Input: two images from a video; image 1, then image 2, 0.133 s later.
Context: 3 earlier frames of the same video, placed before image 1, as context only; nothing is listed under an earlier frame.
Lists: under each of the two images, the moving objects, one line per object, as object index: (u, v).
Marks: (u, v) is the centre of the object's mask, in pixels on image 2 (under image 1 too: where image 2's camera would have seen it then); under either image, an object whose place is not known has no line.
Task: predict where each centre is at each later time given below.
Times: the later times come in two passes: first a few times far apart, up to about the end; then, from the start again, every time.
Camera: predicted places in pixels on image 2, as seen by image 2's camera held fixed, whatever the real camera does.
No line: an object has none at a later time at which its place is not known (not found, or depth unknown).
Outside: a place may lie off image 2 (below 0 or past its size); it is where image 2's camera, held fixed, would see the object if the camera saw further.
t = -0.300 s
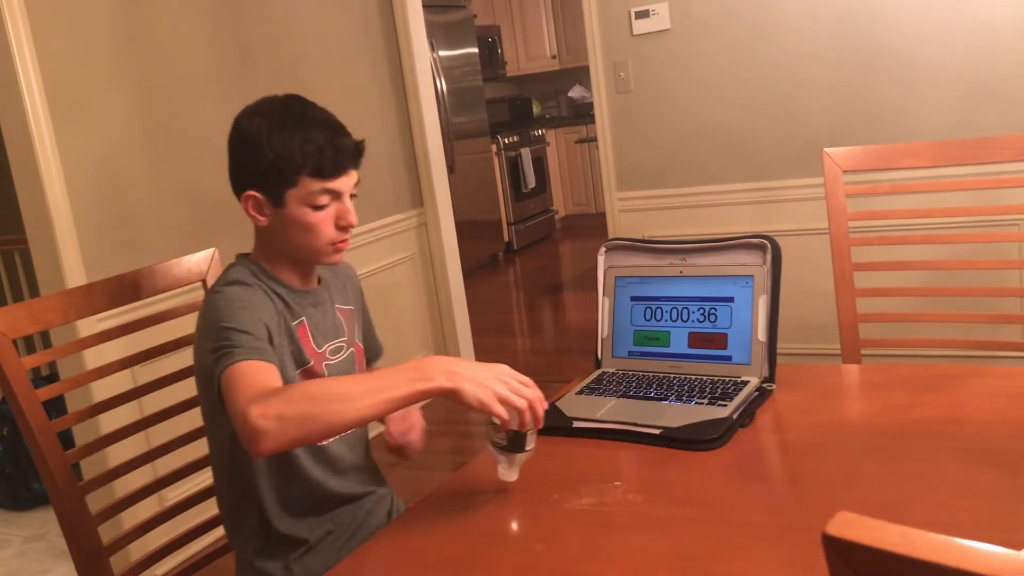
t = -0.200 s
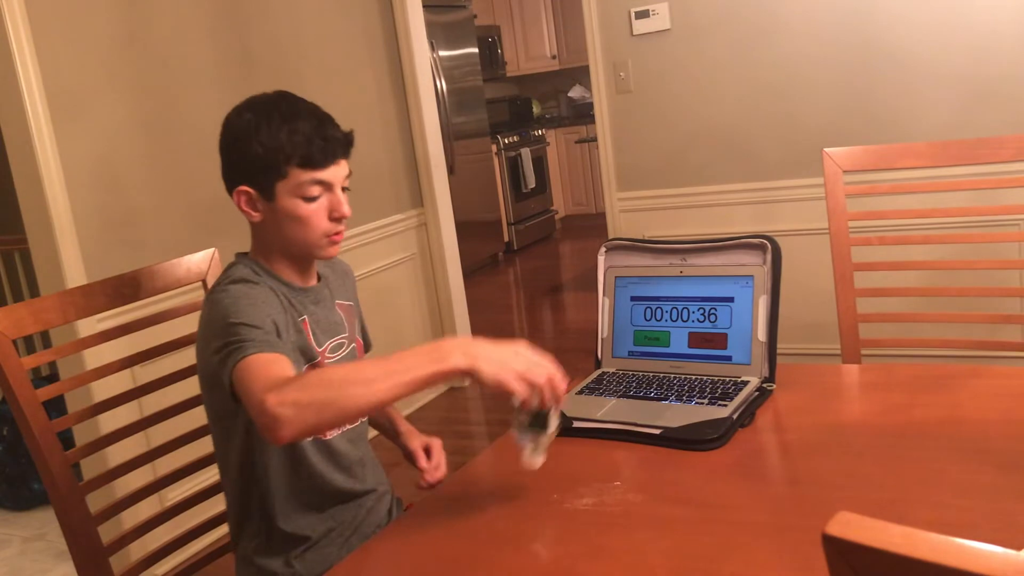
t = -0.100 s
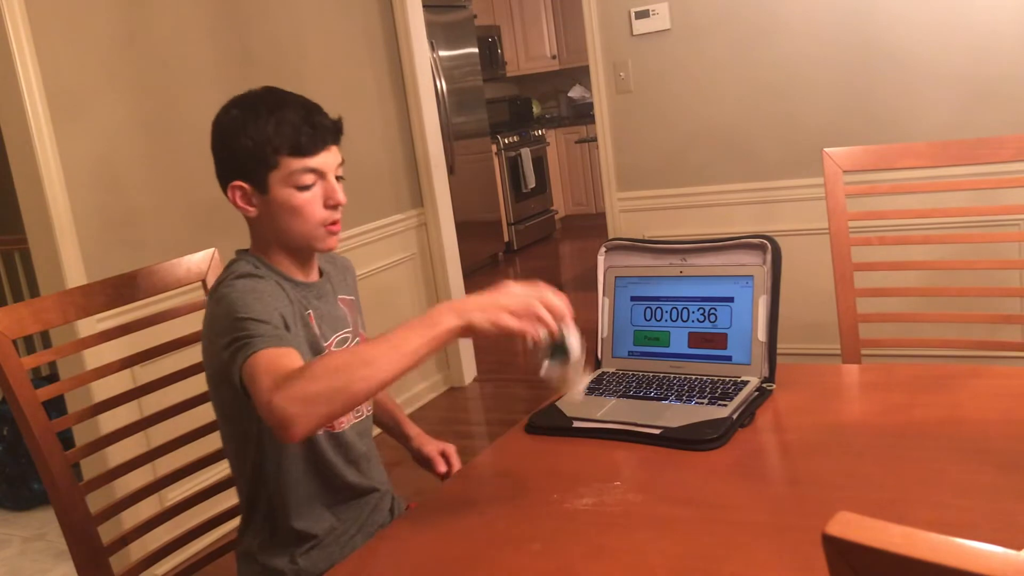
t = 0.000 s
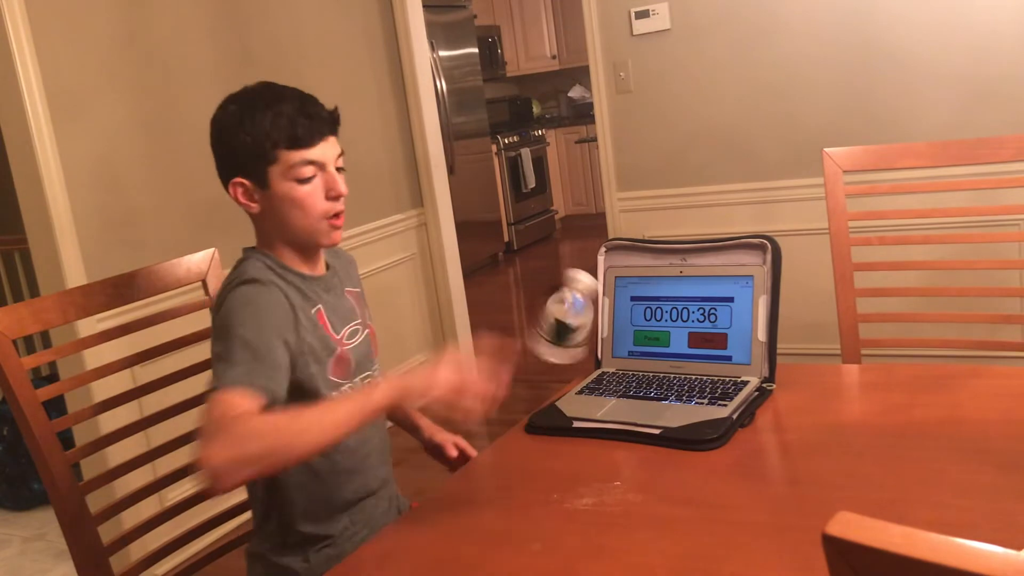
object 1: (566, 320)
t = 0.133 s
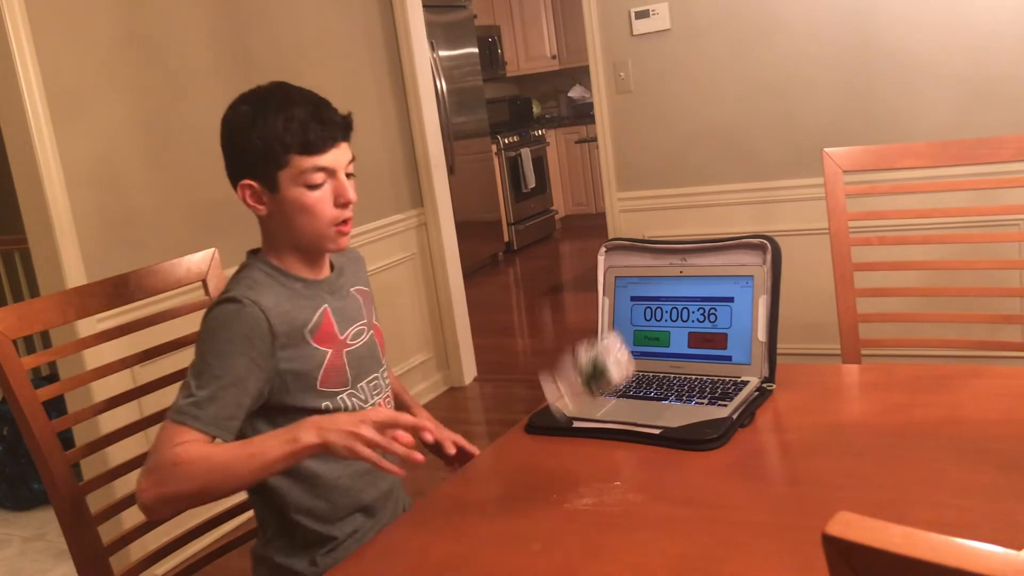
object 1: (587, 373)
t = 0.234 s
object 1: (609, 446)
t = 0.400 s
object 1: (609, 491)
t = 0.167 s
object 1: (598, 409)
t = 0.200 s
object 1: (607, 443)
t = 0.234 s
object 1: (609, 446)
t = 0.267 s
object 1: (610, 457)
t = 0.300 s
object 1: (607, 474)
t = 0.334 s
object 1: (609, 485)
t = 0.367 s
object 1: (610, 488)
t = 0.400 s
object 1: (609, 491)
